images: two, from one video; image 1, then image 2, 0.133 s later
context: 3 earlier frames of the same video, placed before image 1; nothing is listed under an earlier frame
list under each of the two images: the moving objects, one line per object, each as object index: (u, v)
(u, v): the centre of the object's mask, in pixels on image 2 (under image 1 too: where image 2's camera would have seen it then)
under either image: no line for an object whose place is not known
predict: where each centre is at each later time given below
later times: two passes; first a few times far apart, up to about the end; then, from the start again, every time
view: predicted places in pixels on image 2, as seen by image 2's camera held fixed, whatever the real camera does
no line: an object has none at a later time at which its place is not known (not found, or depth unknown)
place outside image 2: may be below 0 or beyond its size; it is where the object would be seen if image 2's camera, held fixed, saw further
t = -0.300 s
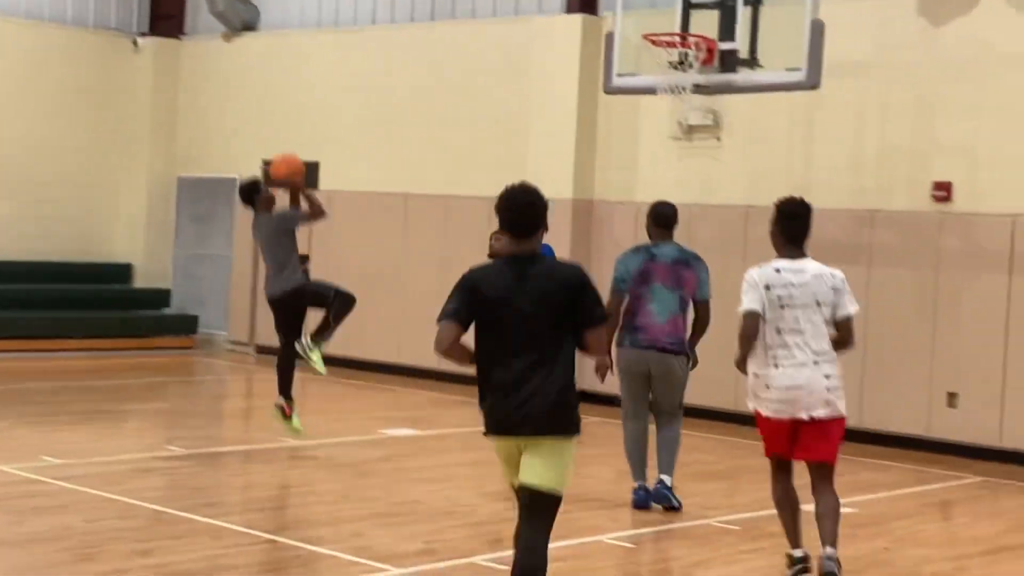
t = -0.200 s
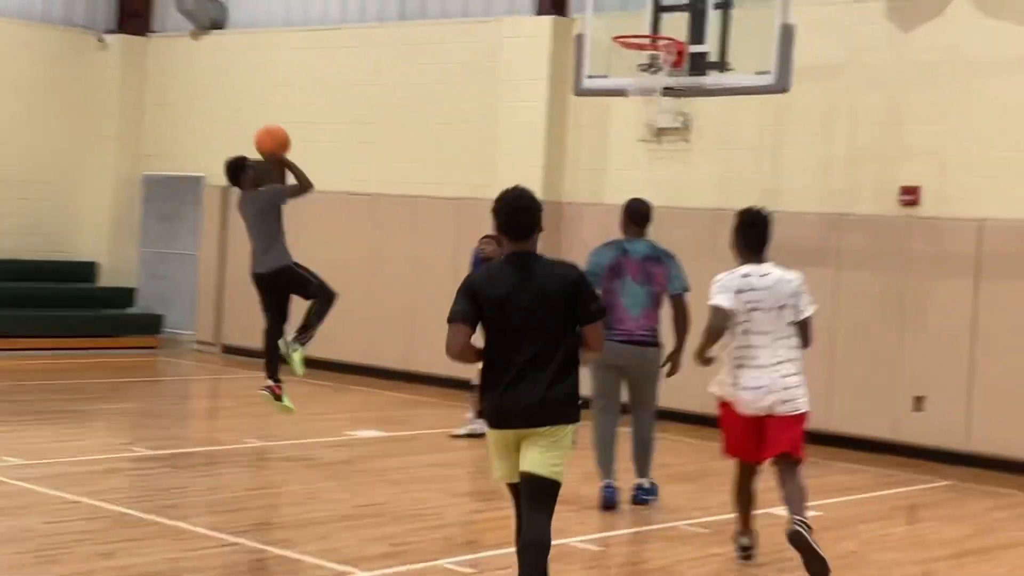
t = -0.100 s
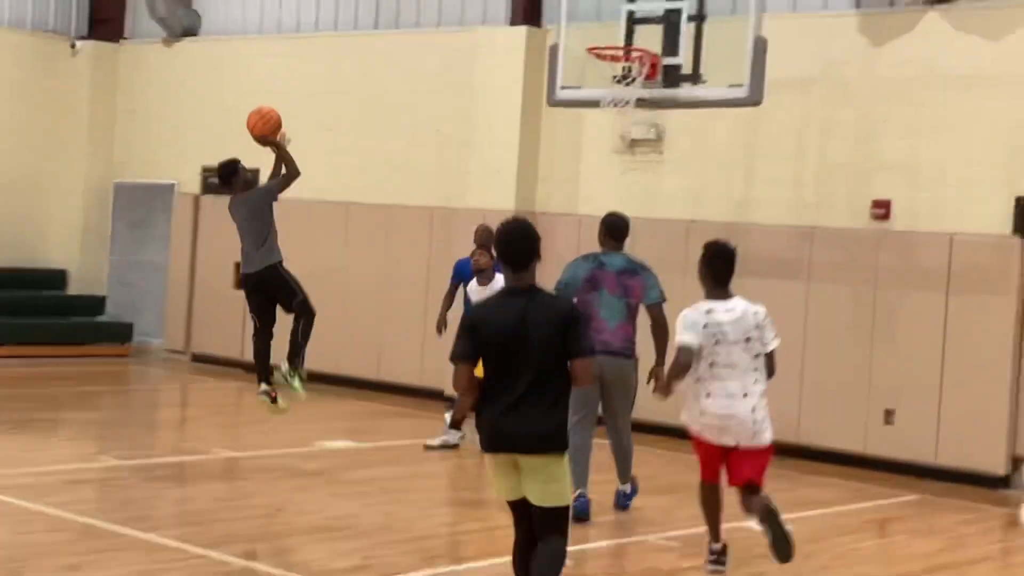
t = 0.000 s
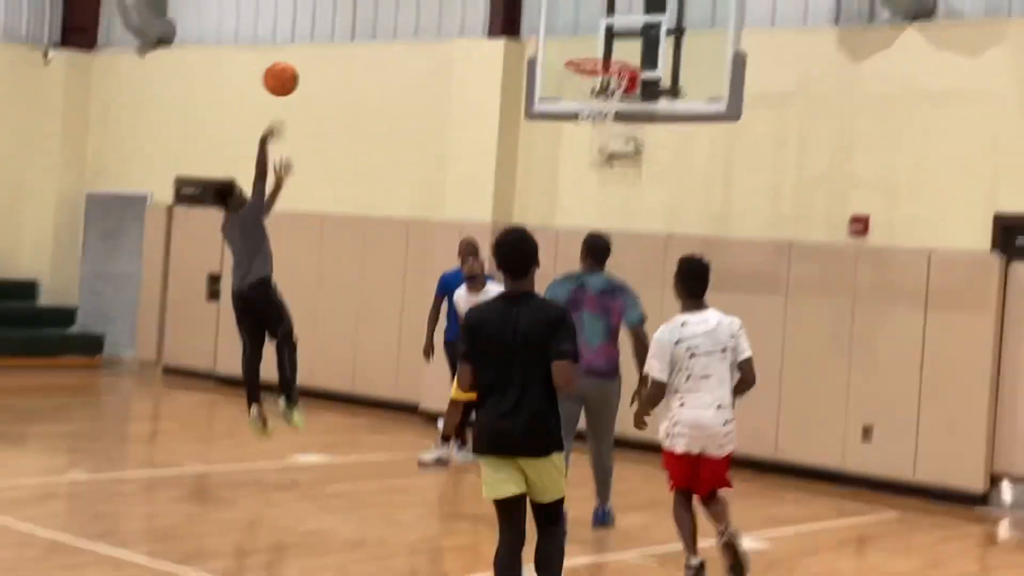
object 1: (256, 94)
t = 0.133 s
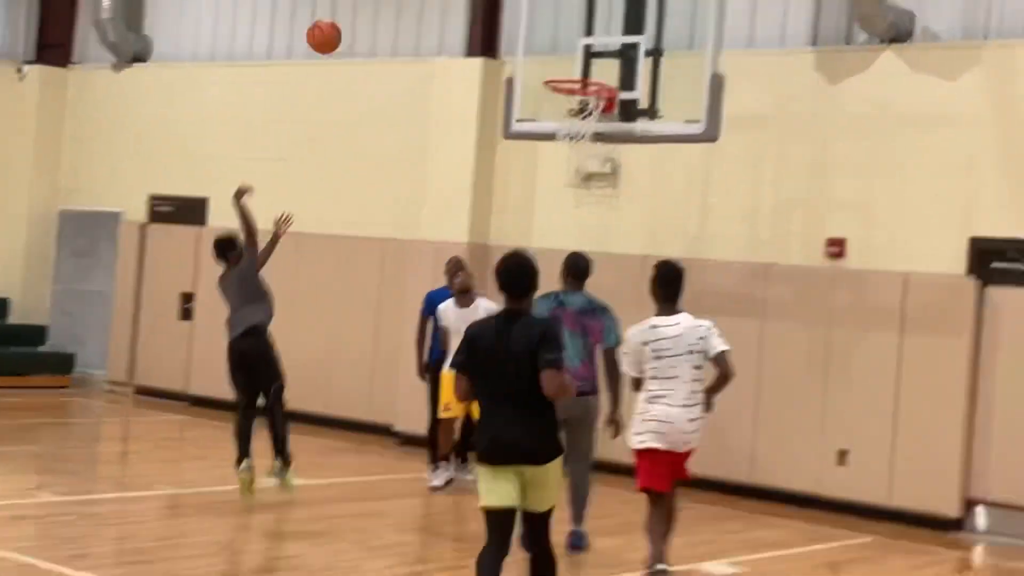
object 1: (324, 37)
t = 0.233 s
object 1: (372, 9)
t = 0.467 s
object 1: (475, -1)
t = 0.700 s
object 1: (565, 62)
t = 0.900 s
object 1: (570, 144)
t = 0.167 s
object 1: (340, 26)
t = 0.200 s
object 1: (356, 16)
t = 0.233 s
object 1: (372, 9)
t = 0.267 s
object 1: (387, 3)
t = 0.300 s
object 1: (402, -2)
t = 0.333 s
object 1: (417, -5)
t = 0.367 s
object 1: (432, -7)
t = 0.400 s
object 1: (446, -6)
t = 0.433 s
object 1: (462, -4)
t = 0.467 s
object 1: (475, -1)
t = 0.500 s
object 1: (487, 3)
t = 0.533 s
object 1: (501, 9)
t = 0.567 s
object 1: (515, 17)
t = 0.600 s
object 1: (528, 26)
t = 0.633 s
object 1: (541, 37)
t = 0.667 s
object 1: (553, 49)
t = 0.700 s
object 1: (565, 62)
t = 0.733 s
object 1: (578, 72)
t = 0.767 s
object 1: (587, 93)
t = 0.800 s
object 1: (582, 104)
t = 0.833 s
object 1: (579, 120)
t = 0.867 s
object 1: (575, 132)
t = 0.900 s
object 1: (570, 144)
